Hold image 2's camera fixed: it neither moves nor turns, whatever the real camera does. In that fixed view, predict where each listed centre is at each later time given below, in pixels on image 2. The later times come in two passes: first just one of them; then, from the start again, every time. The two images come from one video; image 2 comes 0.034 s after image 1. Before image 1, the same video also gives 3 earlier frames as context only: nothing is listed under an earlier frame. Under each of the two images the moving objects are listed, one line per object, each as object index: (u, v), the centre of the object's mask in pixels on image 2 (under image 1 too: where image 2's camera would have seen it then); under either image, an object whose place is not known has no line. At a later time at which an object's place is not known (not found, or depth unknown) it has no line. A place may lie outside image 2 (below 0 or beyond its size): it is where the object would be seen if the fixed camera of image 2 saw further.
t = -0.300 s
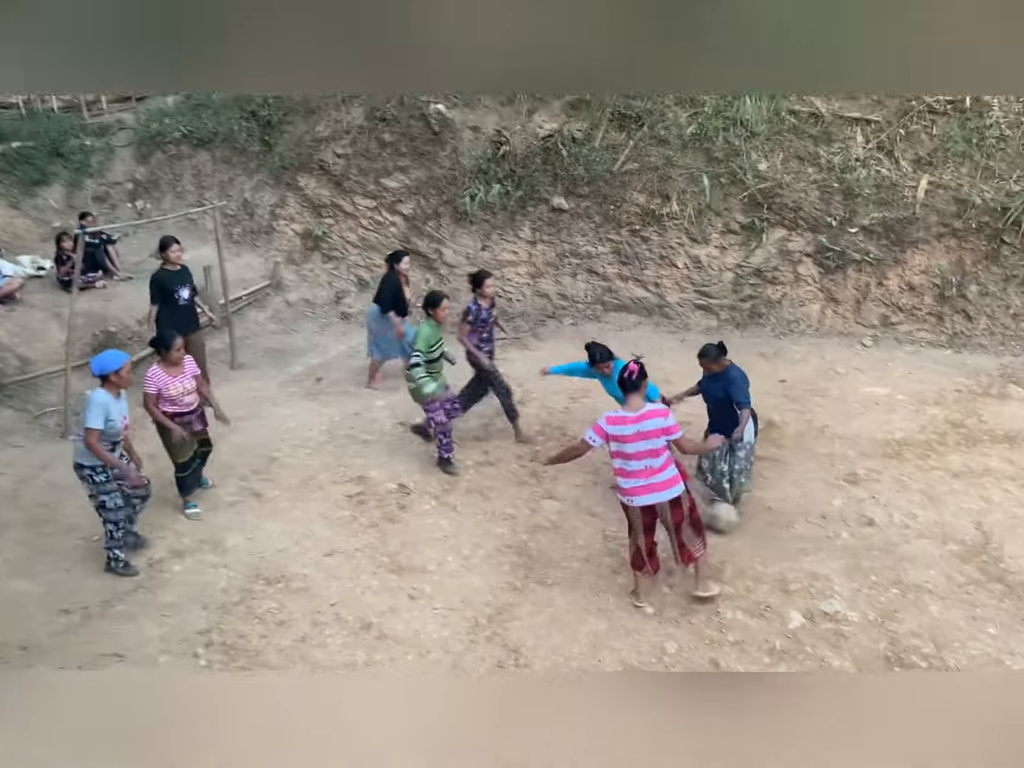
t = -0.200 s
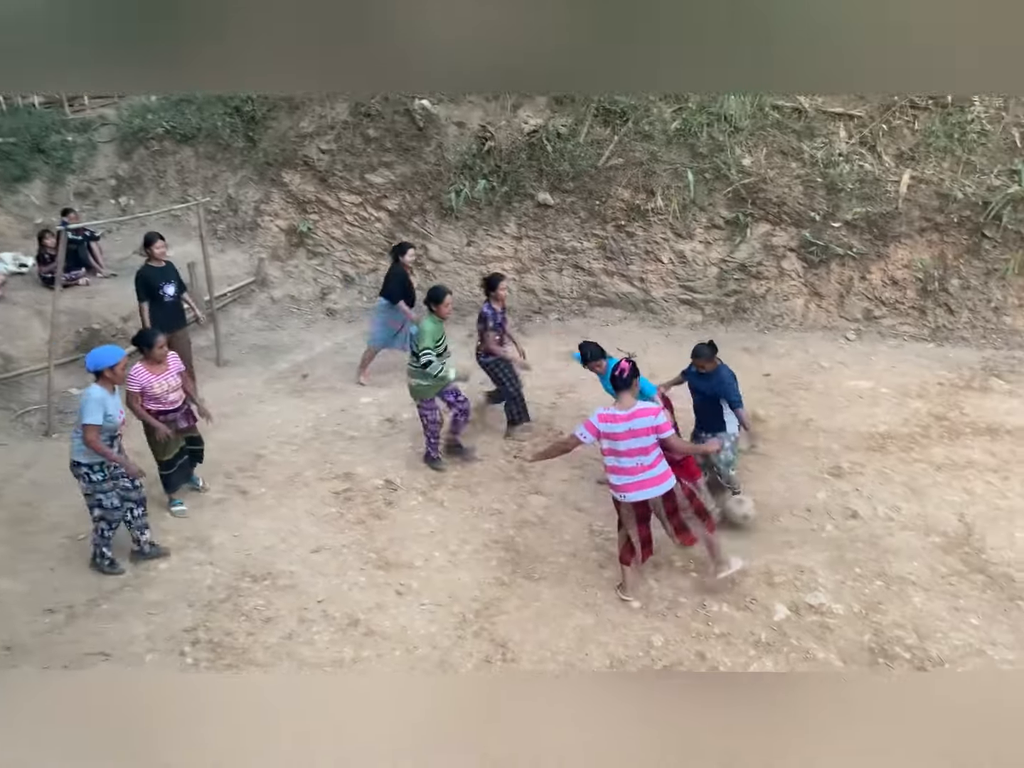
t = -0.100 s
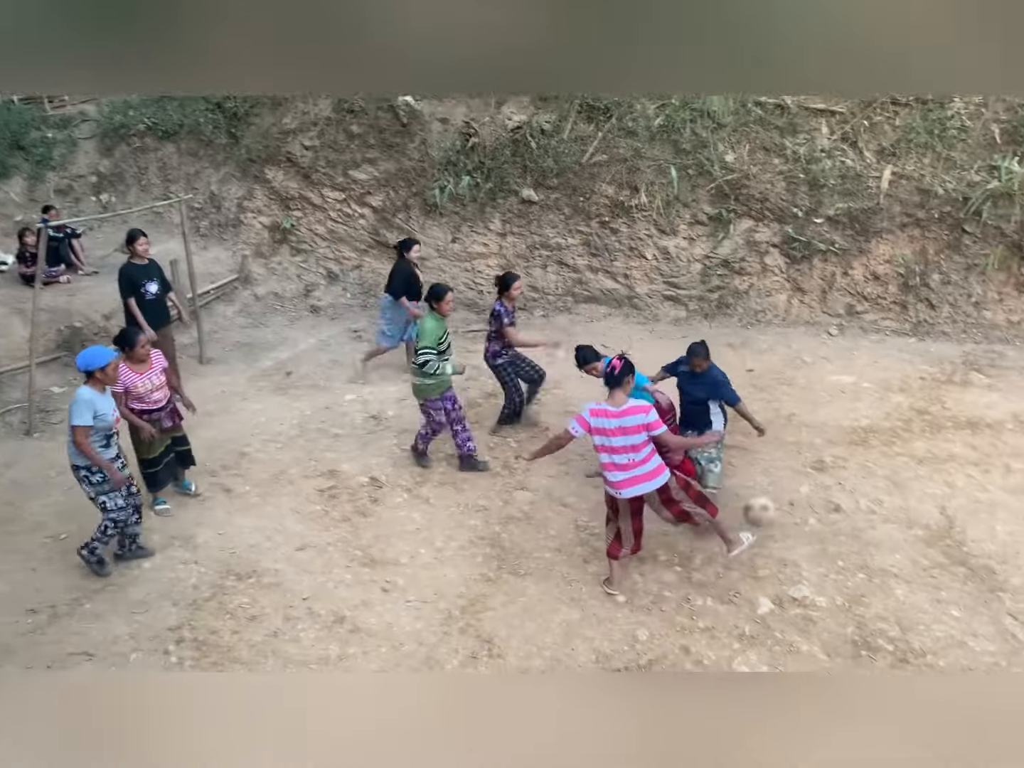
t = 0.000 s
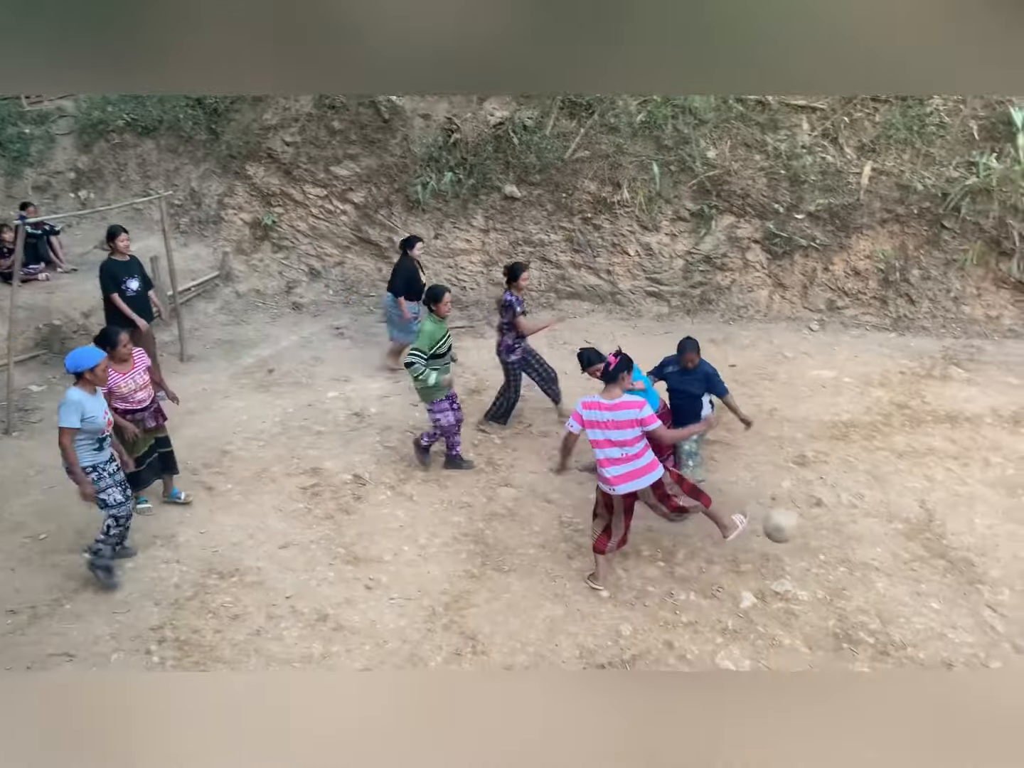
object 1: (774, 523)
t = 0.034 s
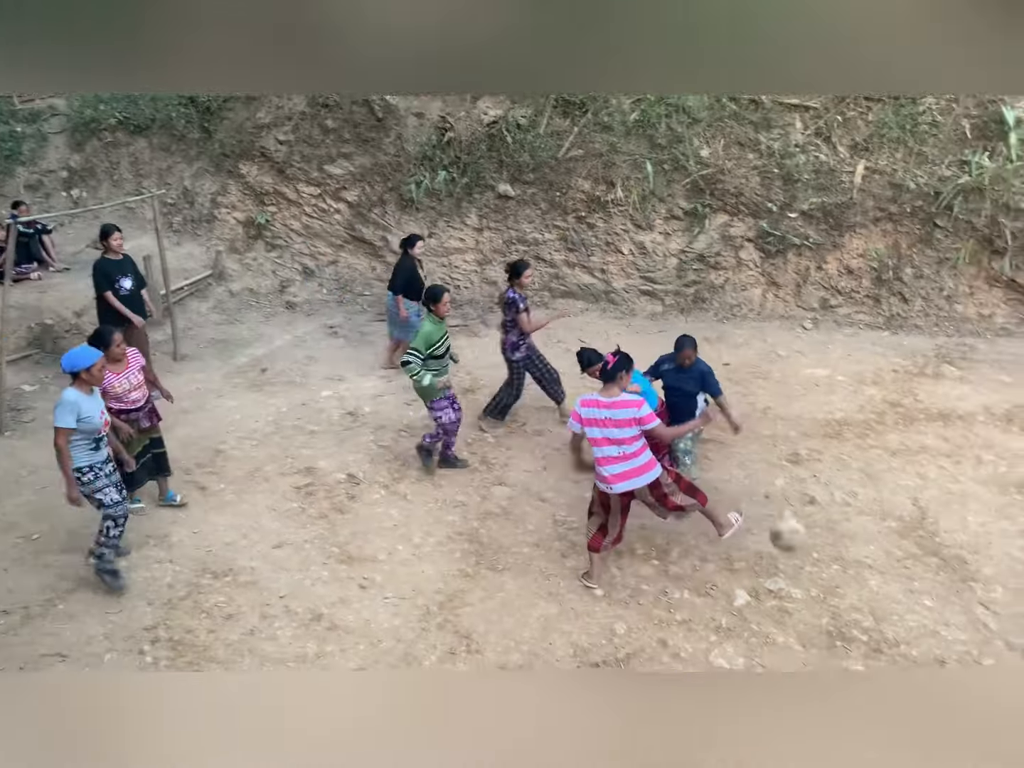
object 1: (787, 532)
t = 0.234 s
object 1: (874, 625)
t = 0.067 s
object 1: (800, 546)
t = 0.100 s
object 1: (814, 561)
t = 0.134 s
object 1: (828, 577)
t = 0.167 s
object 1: (845, 598)
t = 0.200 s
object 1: (858, 619)
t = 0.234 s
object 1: (874, 625)
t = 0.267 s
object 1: (888, 625)
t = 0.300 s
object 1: (902, 625)
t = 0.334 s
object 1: (918, 626)
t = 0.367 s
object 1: (933, 630)
